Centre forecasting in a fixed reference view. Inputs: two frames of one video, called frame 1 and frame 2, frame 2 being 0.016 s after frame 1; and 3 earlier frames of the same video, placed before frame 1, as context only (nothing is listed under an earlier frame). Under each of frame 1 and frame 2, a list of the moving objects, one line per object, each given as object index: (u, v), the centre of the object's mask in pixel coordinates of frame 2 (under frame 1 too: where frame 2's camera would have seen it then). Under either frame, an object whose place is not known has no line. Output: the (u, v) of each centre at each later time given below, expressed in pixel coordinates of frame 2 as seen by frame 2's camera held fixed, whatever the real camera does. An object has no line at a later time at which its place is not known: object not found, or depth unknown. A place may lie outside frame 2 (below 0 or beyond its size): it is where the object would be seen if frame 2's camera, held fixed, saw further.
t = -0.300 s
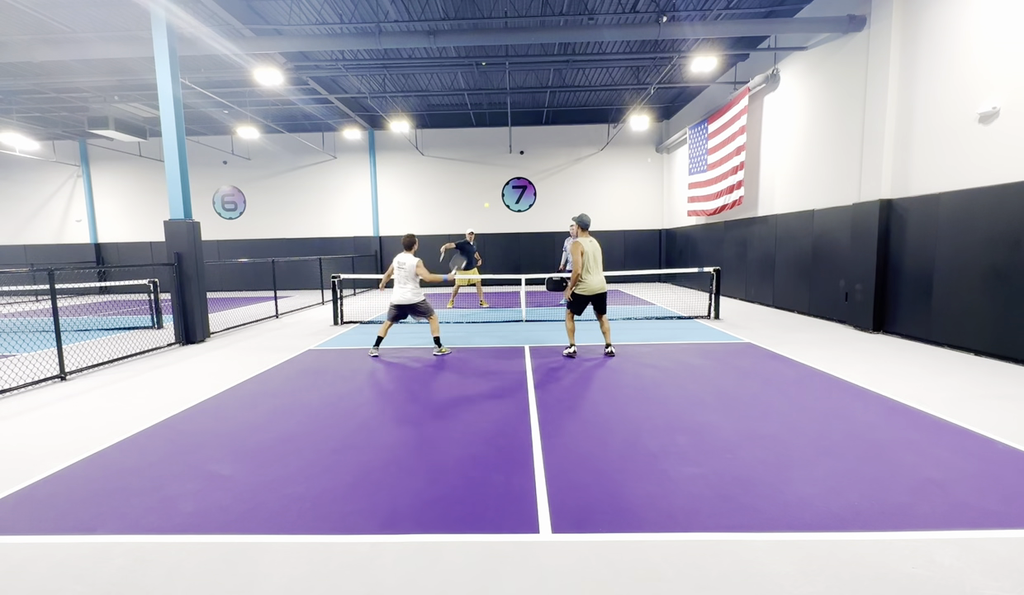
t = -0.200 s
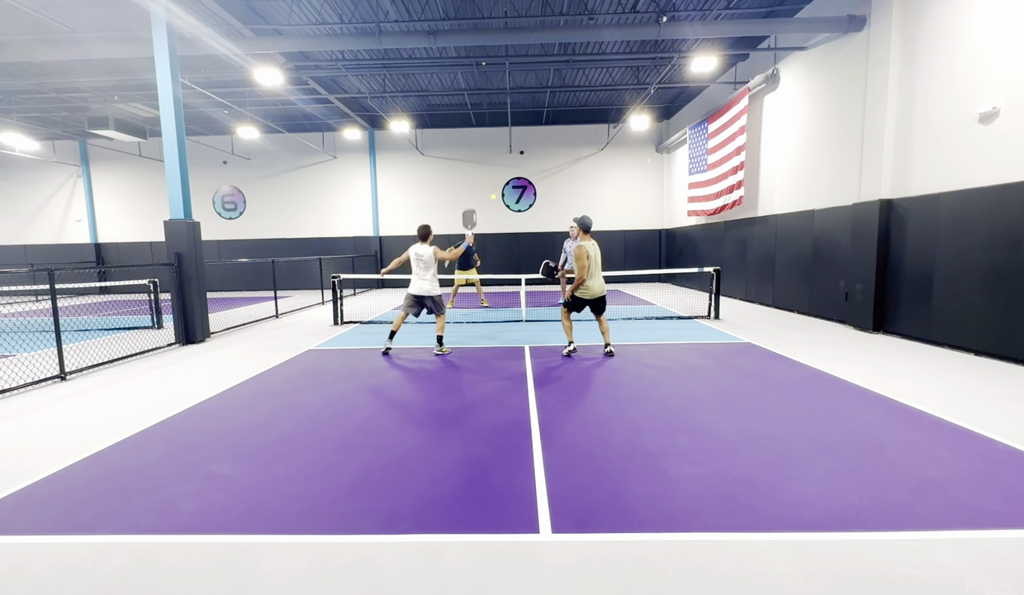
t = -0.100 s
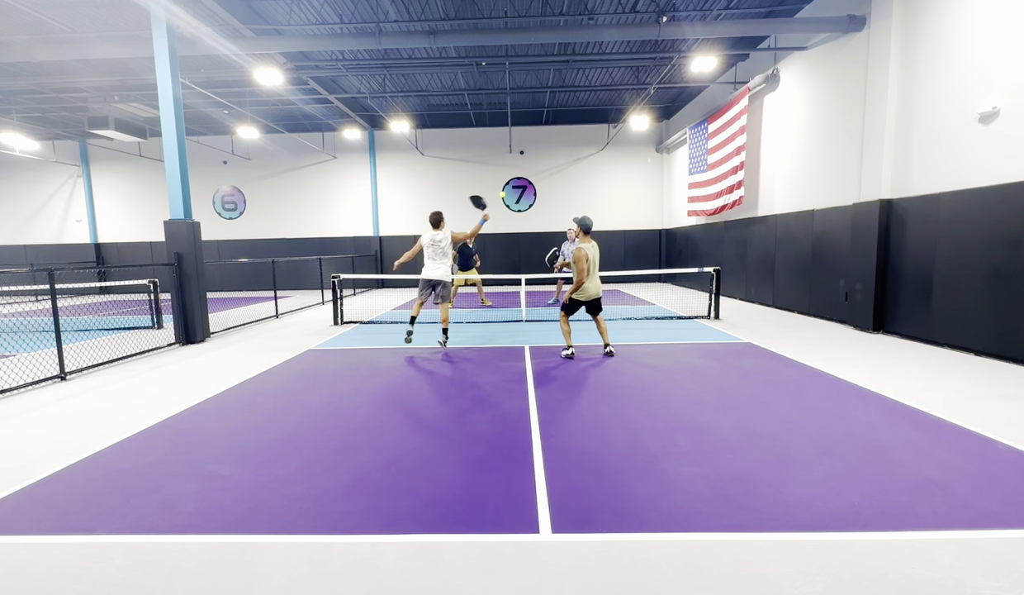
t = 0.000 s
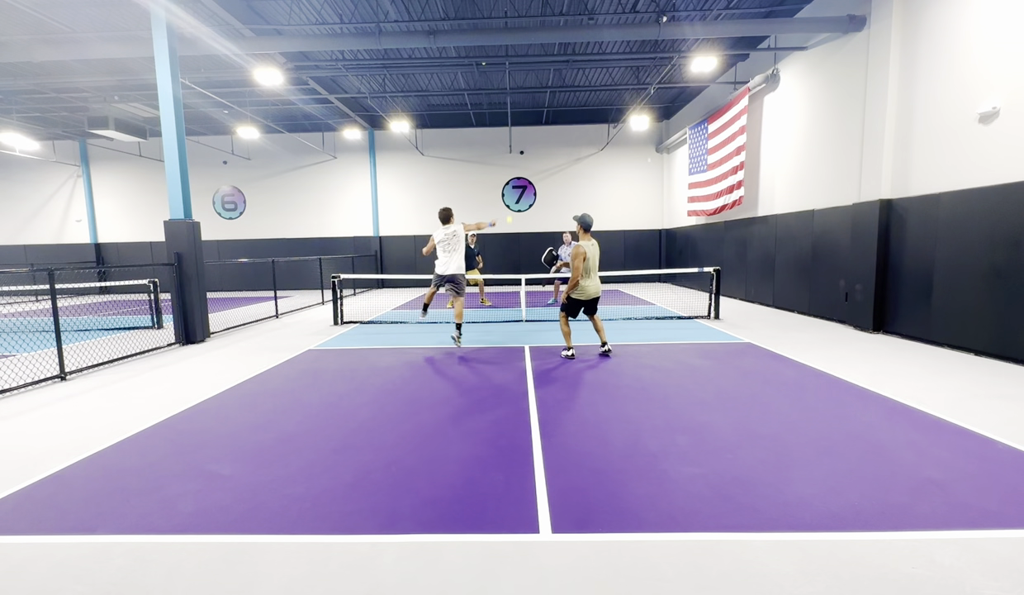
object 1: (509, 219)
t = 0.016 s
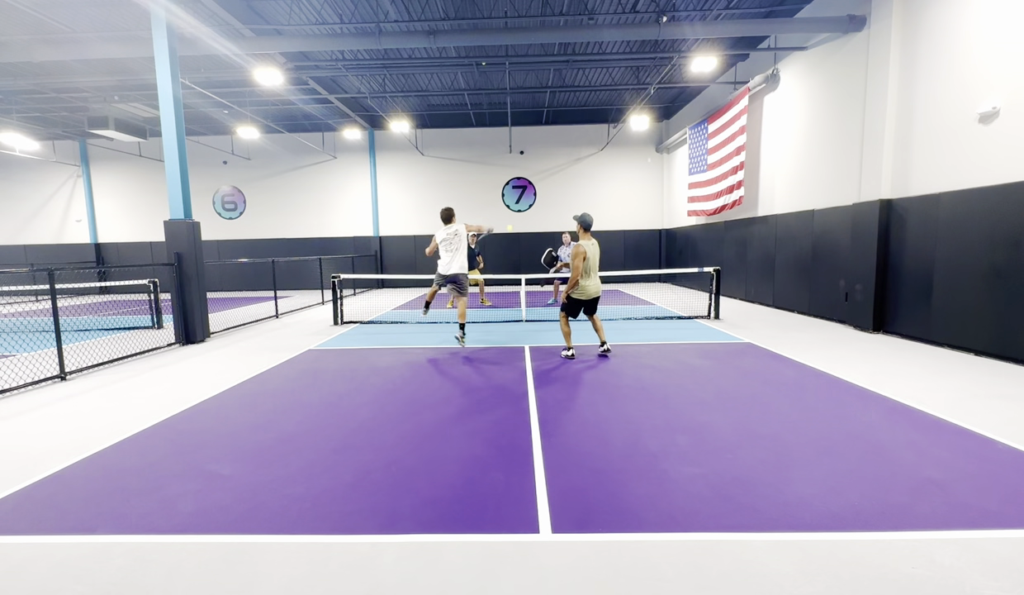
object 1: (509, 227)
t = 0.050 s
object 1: (509, 243)
